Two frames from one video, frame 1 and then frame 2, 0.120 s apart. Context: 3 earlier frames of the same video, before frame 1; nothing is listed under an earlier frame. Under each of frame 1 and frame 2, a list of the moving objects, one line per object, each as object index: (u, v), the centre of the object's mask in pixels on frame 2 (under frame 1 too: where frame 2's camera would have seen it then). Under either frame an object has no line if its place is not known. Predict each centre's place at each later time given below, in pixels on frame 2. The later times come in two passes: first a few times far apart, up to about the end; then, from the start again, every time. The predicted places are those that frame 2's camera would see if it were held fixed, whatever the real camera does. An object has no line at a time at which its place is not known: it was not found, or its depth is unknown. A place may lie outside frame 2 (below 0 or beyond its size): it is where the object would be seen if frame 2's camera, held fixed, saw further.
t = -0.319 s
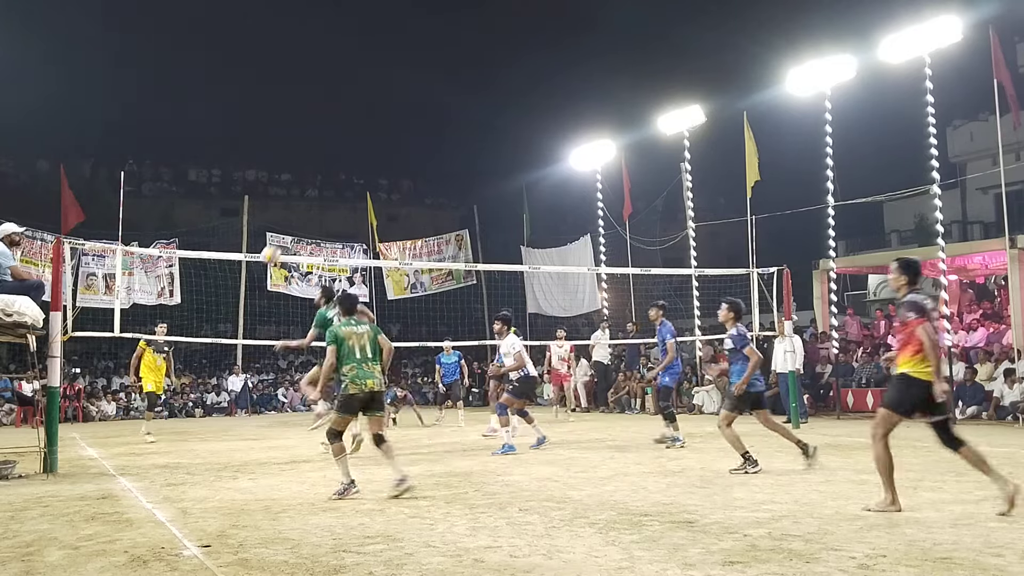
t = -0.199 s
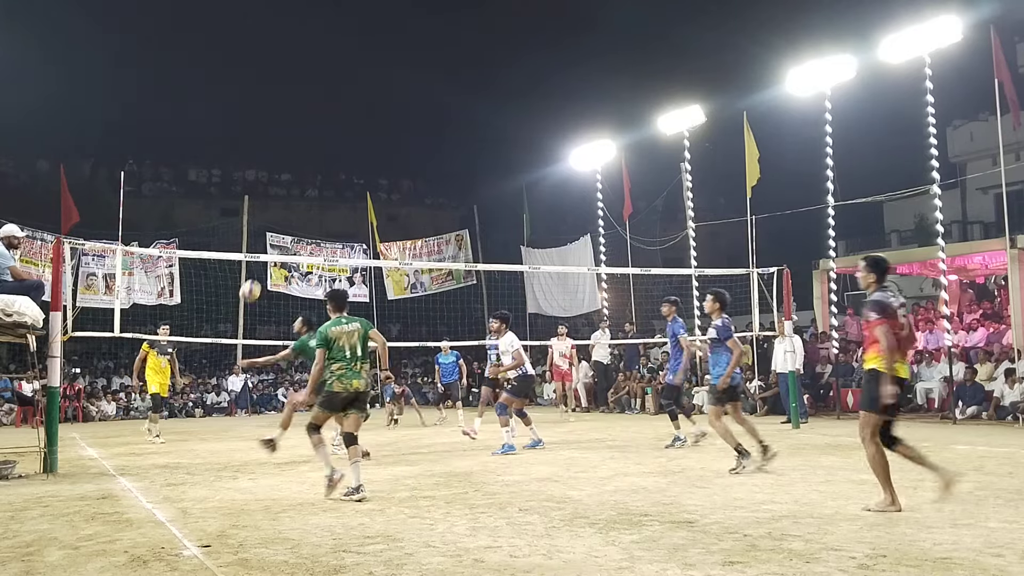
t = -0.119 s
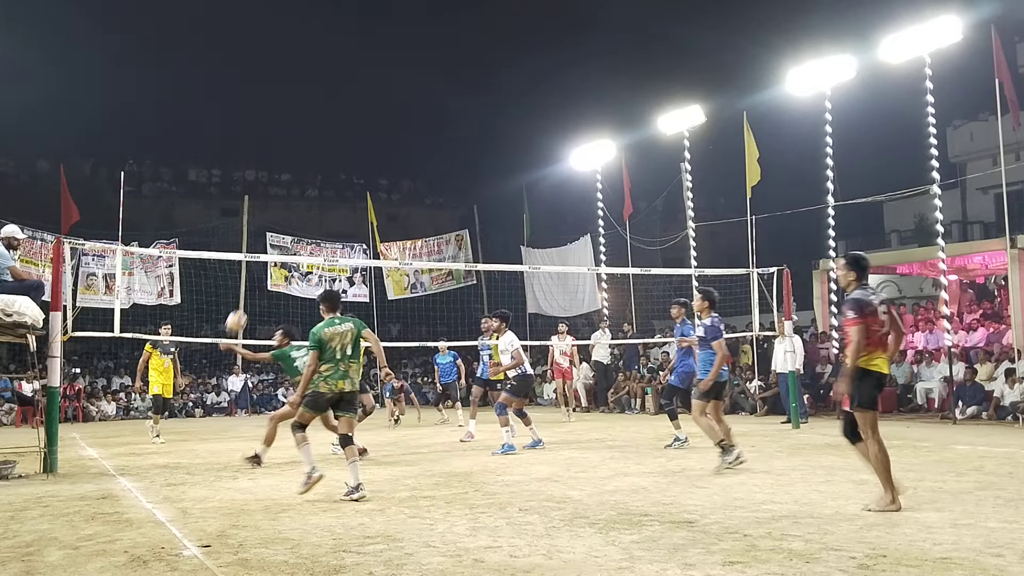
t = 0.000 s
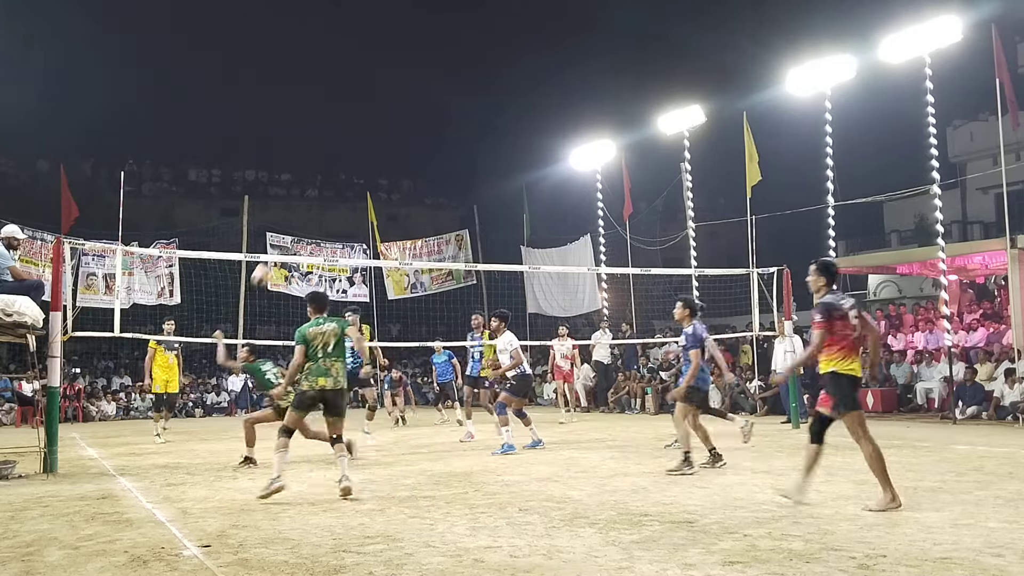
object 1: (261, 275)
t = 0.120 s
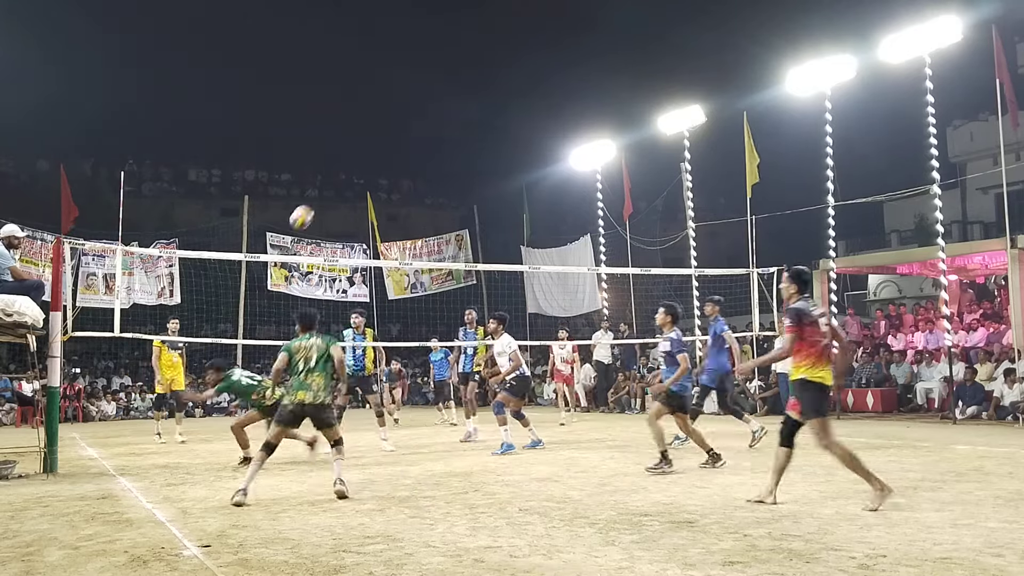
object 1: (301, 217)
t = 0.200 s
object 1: (328, 186)
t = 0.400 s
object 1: (393, 130)
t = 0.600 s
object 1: (465, 109)
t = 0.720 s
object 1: (509, 114)
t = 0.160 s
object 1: (315, 201)
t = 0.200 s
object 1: (328, 186)
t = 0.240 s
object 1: (341, 172)
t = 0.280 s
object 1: (354, 160)
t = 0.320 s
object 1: (368, 149)
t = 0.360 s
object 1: (381, 139)
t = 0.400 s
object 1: (393, 130)
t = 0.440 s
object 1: (409, 123)
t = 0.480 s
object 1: (421, 118)
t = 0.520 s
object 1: (435, 113)
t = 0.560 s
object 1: (450, 110)
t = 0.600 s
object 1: (465, 109)
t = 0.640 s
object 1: (480, 109)
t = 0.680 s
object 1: (495, 111)
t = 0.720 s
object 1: (509, 114)
